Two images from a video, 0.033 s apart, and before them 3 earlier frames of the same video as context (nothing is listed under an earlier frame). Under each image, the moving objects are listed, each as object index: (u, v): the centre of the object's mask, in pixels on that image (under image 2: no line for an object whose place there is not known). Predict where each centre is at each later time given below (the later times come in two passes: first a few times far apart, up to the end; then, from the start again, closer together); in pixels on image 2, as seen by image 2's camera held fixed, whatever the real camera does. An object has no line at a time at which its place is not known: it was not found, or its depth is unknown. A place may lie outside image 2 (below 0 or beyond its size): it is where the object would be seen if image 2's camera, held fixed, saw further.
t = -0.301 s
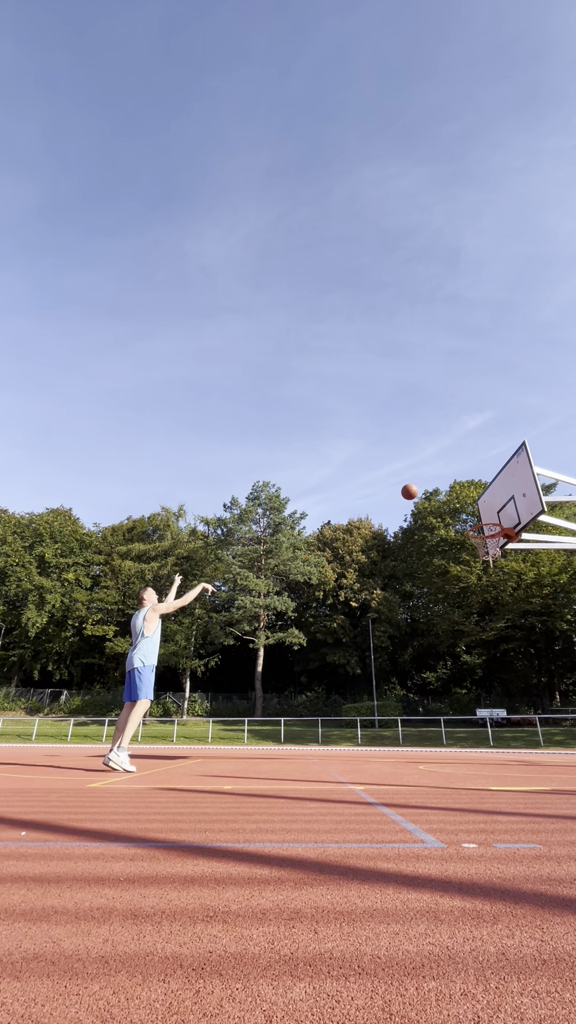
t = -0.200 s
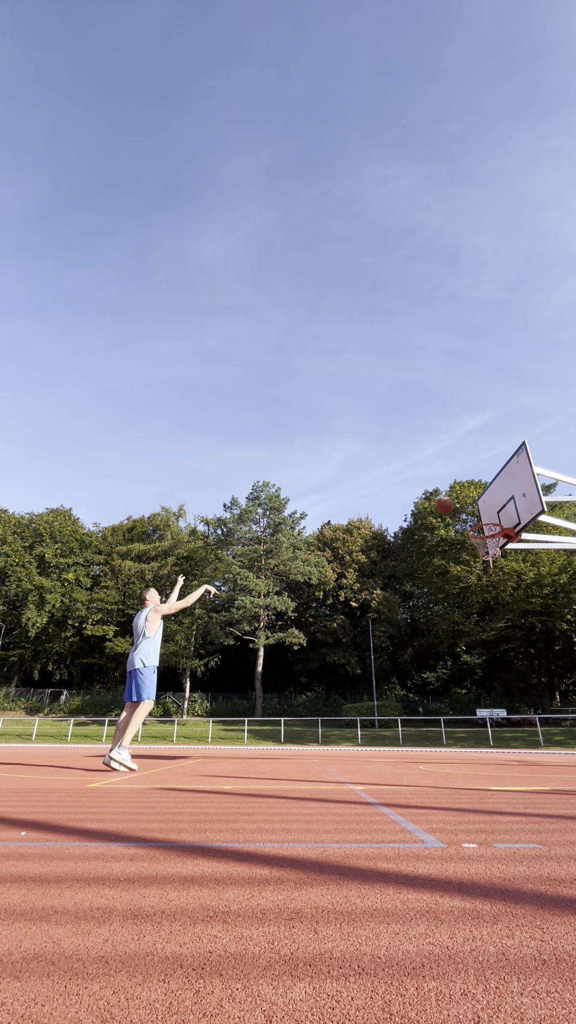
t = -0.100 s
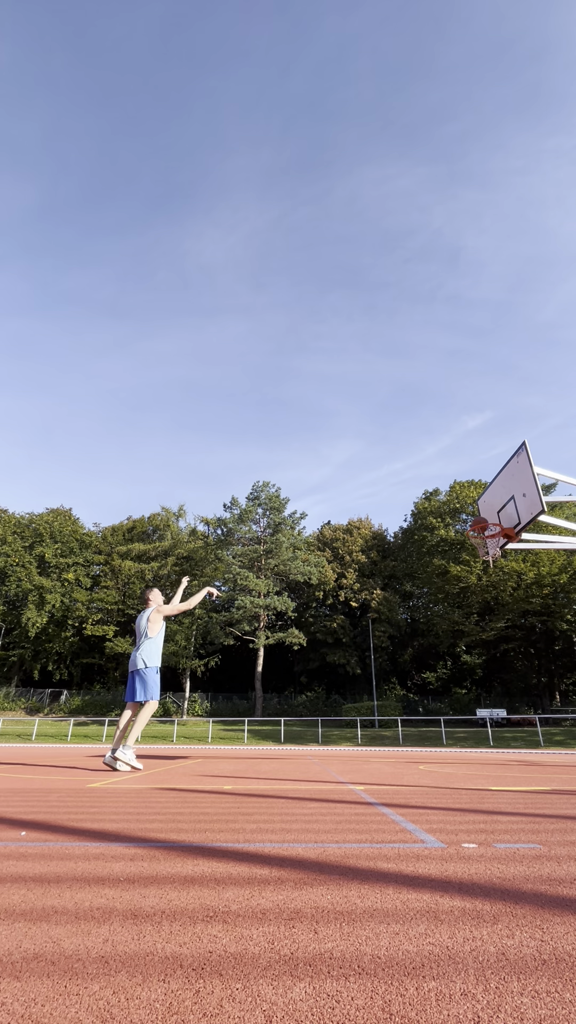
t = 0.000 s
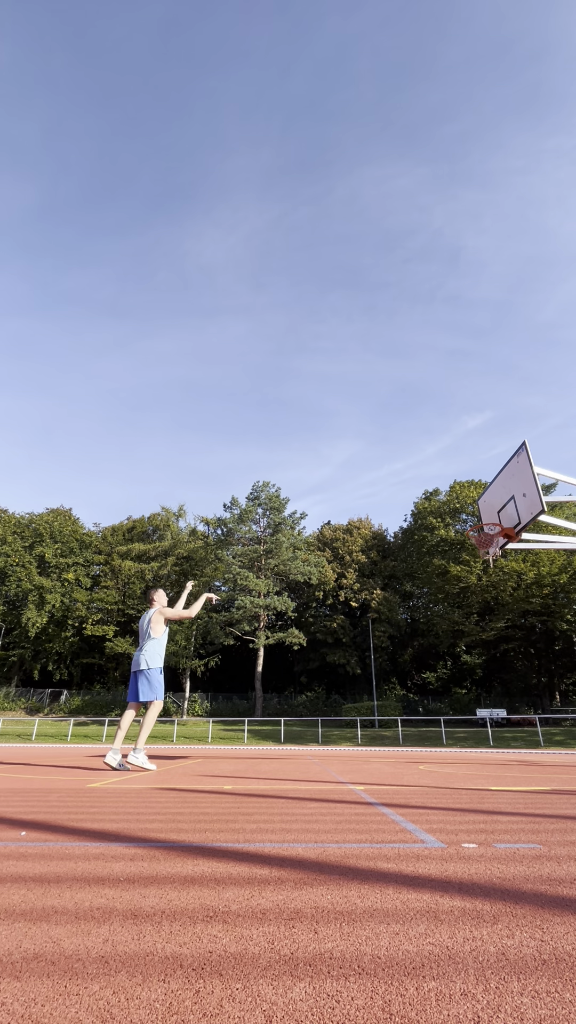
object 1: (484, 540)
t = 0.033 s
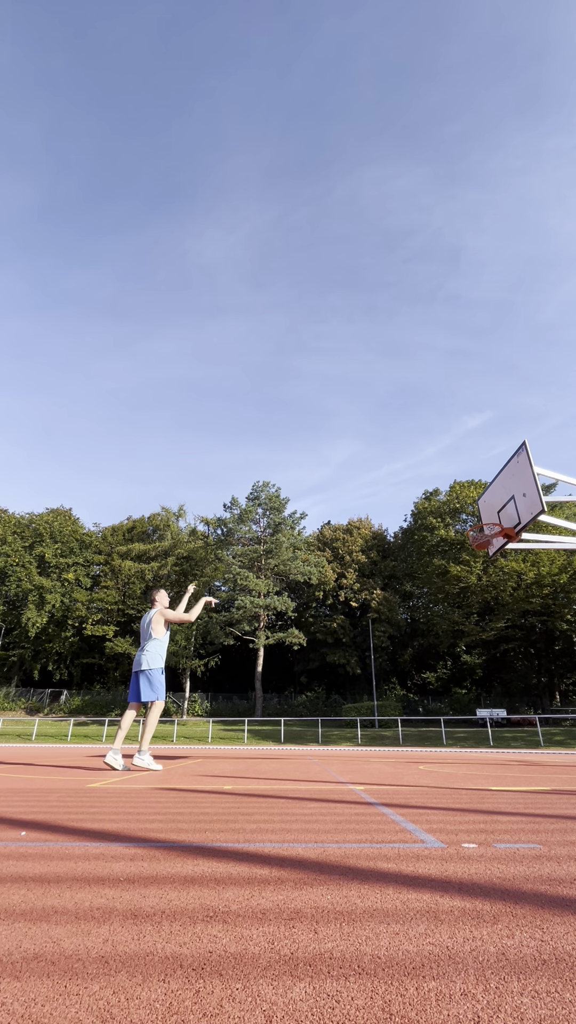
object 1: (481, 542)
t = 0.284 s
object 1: (477, 550)
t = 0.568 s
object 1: (500, 610)
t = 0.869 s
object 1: (540, 753)
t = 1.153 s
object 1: (533, 663)
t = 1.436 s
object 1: (537, 635)
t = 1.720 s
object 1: (554, 668)
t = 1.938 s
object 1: (571, 736)
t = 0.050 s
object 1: (479, 541)
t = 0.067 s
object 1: (478, 541)
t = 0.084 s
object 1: (477, 541)
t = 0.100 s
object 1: (476, 540)
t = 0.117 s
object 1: (475, 538)
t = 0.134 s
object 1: (474, 539)
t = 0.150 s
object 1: (473, 540)
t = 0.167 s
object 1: (474, 540)
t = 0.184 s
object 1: (474, 541)
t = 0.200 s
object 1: (474, 542)
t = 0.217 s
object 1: (475, 545)
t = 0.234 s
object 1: (475, 545)
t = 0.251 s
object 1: (476, 547)
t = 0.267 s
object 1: (477, 548)
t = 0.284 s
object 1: (477, 550)
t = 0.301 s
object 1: (478, 552)
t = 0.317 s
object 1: (479, 554)
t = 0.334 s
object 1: (480, 556)
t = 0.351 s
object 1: (481, 558)
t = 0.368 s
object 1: (483, 562)
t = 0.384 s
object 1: (484, 564)
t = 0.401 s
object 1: (485, 567)
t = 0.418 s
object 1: (486, 570)
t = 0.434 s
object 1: (488, 574)
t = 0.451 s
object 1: (489, 578)
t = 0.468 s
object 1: (490, 582)
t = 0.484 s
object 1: (492, 586)
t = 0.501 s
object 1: (493, 590)
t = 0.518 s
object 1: (495, 595)
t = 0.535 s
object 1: (496, 600)
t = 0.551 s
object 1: (498, 605)
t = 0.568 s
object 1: (500, 610)
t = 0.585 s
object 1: (501, 616)
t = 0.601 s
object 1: (503, 621)
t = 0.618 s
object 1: (505, 627)
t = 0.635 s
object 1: (507, 634)
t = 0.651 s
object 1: (509, 640)
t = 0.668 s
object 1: (511, 647)
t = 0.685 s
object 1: (513, 654)
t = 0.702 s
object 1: (515, 662)
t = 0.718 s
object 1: (517, 669)
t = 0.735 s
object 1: (520, 677)
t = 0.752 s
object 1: (522, 686)
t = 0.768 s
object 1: (524, 694)
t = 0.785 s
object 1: (527, 703)
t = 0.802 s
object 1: (529, 712)
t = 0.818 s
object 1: (532, 722)
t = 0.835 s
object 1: (535, 732)
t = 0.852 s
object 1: (537, 742)
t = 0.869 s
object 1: (540, 753)
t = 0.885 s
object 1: (542, 757)
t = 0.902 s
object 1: (541, 748)
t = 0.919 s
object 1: (540, 741)
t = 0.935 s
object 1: (539, 733)
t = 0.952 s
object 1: (538, 726)
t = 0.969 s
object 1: (537, 719)
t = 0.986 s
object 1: (537, 713)
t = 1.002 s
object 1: (536, 706)
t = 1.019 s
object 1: (536, 701)
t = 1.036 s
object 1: (535, 695)
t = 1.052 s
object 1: (535, 690)
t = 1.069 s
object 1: (535, 685)
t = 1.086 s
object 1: (534, 680)
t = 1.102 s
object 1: (534, 675)
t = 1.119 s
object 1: (534, 671)
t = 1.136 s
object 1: (534, 667)
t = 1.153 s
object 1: (533, 663)
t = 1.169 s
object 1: (533, 660)
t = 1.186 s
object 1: (533, 657)
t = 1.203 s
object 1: (533, 654)
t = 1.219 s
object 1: (533, 651)
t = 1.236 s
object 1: (533, 648)
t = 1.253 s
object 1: (533, 646)
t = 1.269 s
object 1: (534, 644)
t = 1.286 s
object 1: (534, 642)
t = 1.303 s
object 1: (534, 640)
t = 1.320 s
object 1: (534, 639)
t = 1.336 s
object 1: (535, 638)
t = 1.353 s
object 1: (535, 637)
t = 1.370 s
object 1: (535, 636)
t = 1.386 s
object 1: (536, 635)
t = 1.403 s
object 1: (536, 635)
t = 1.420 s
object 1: (537, 635)
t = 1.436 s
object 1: (537, 635)
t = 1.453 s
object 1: (538, 635)
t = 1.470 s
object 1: (539, 636)
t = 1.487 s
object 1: (539, 636)
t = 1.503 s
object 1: (540, 637)
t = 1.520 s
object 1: (541, 638)
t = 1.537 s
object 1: (542, 639)
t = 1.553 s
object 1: (543, 641)
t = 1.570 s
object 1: (544, 643)
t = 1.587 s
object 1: (544, 645)
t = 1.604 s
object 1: (545, 647)
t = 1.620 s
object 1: (547, 649)
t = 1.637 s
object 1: (548, 652)
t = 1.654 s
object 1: (549, 654)
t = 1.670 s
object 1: (550, 657)
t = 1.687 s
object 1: (551, 660)
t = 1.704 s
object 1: (553, 664)
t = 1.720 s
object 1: (554, 668)
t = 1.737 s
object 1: (555, 671)
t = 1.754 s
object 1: (557, 676)
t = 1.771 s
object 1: (558, 680)
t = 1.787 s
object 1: (560, 684)
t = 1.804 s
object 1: (561, 689)
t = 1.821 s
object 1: (563, 694)
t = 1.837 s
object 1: (565, 699)
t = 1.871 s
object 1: (567, 711)
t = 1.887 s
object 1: (568, 717)
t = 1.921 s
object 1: (570, 730)
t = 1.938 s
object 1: (571, 736)
